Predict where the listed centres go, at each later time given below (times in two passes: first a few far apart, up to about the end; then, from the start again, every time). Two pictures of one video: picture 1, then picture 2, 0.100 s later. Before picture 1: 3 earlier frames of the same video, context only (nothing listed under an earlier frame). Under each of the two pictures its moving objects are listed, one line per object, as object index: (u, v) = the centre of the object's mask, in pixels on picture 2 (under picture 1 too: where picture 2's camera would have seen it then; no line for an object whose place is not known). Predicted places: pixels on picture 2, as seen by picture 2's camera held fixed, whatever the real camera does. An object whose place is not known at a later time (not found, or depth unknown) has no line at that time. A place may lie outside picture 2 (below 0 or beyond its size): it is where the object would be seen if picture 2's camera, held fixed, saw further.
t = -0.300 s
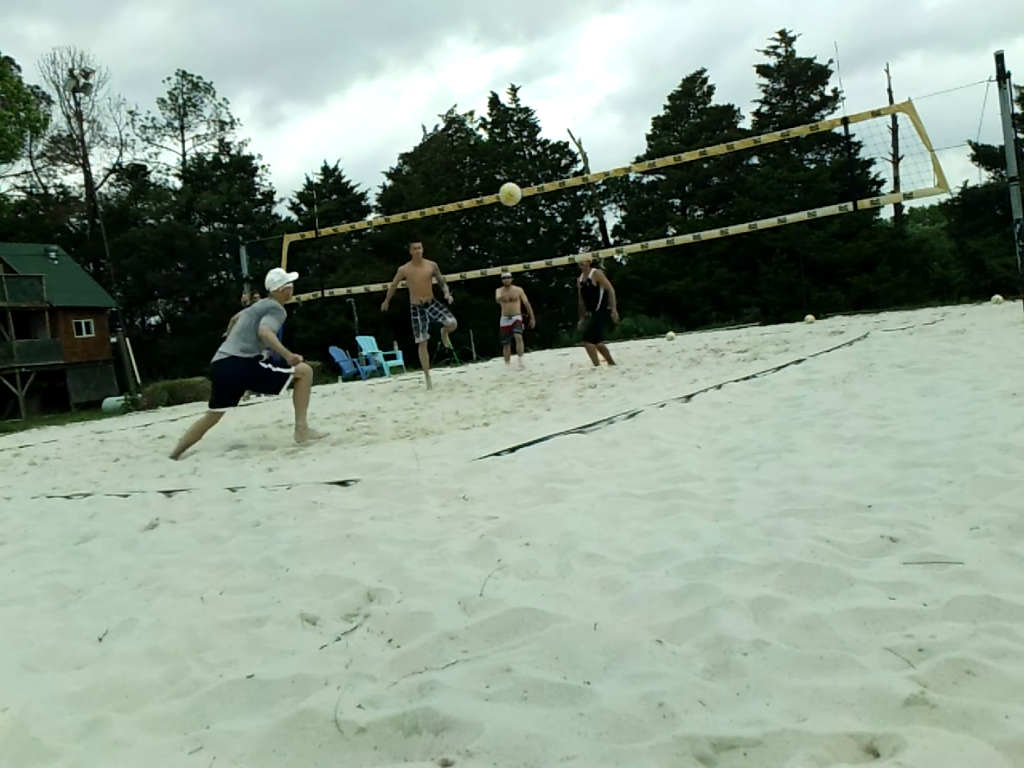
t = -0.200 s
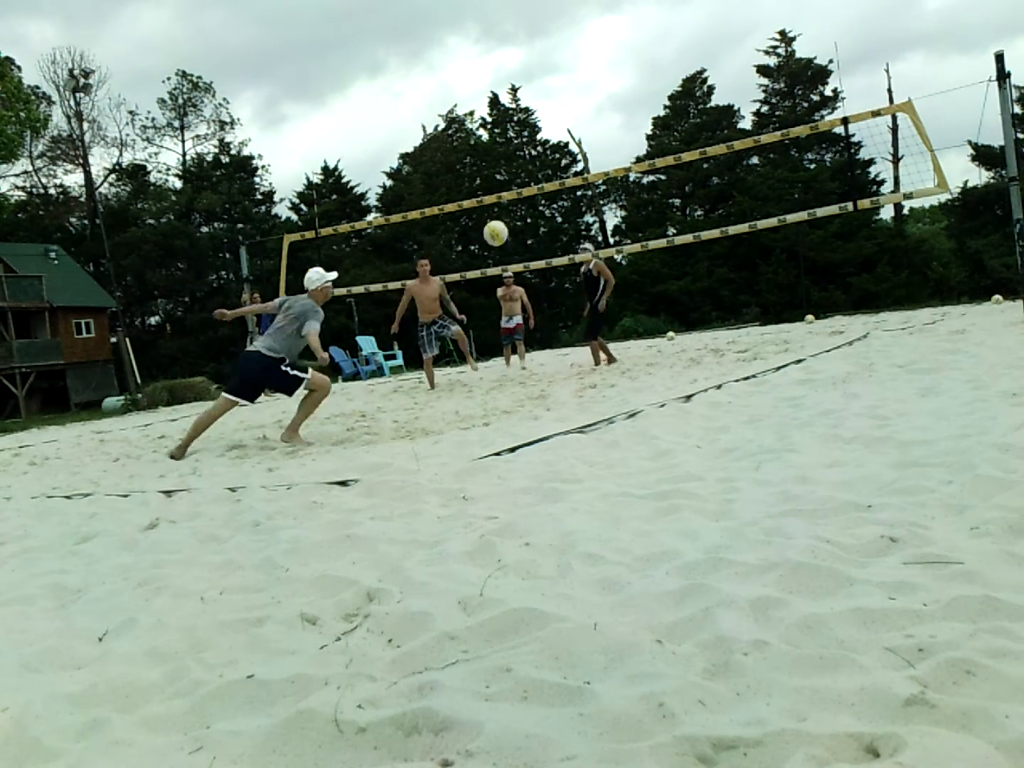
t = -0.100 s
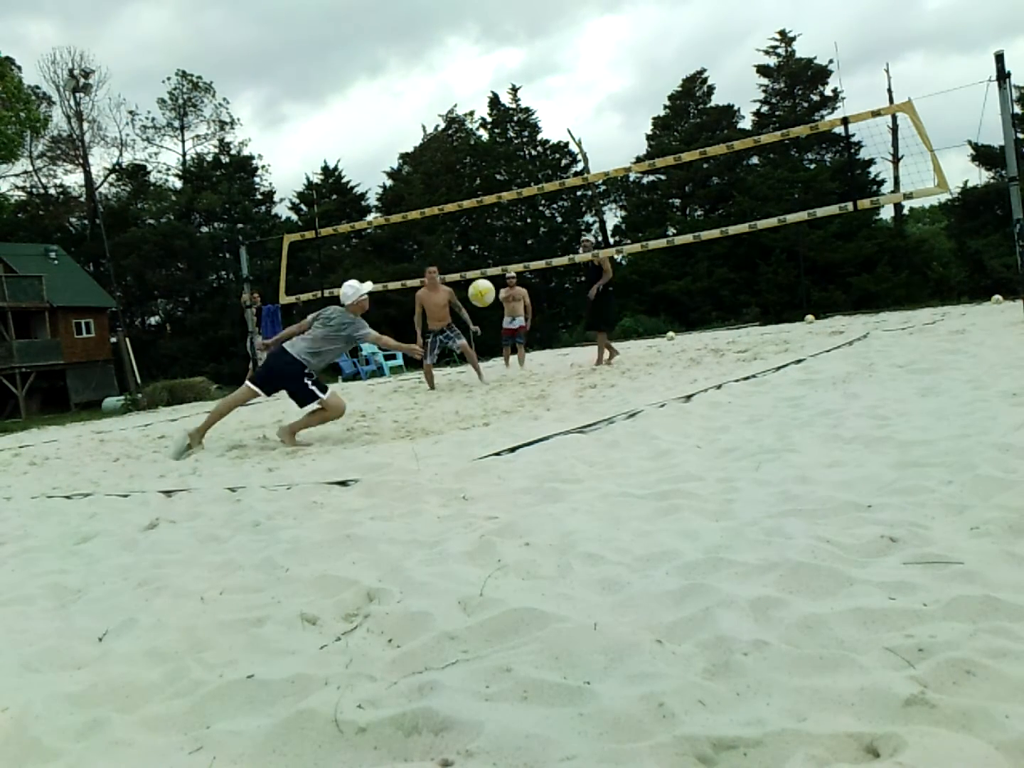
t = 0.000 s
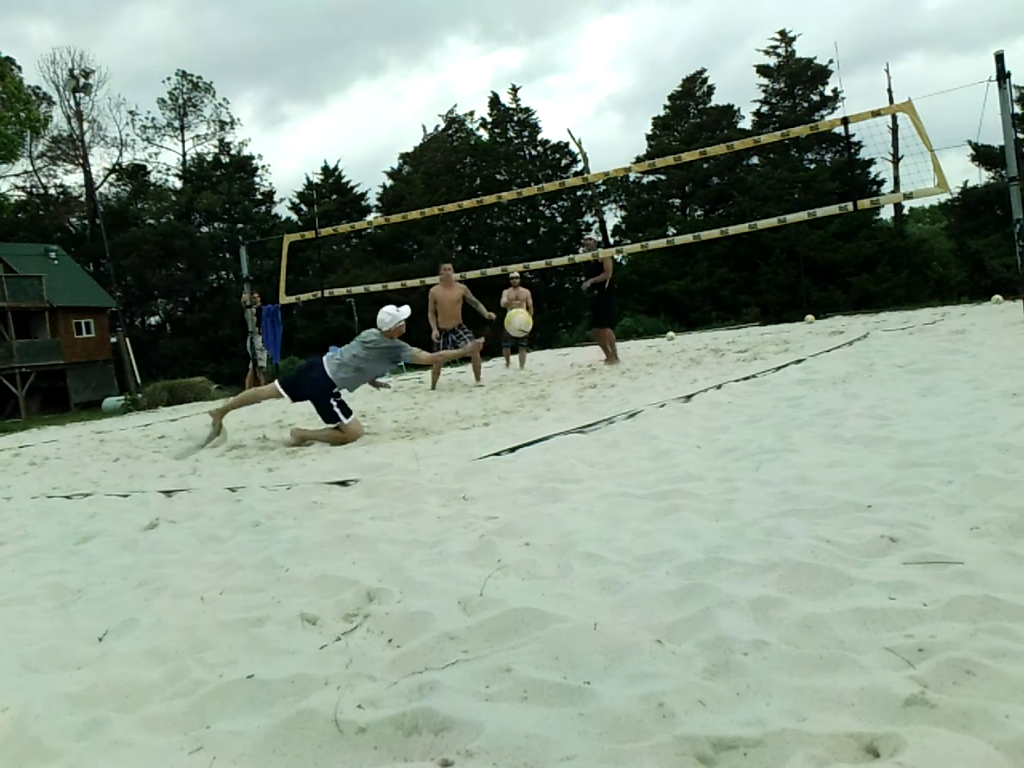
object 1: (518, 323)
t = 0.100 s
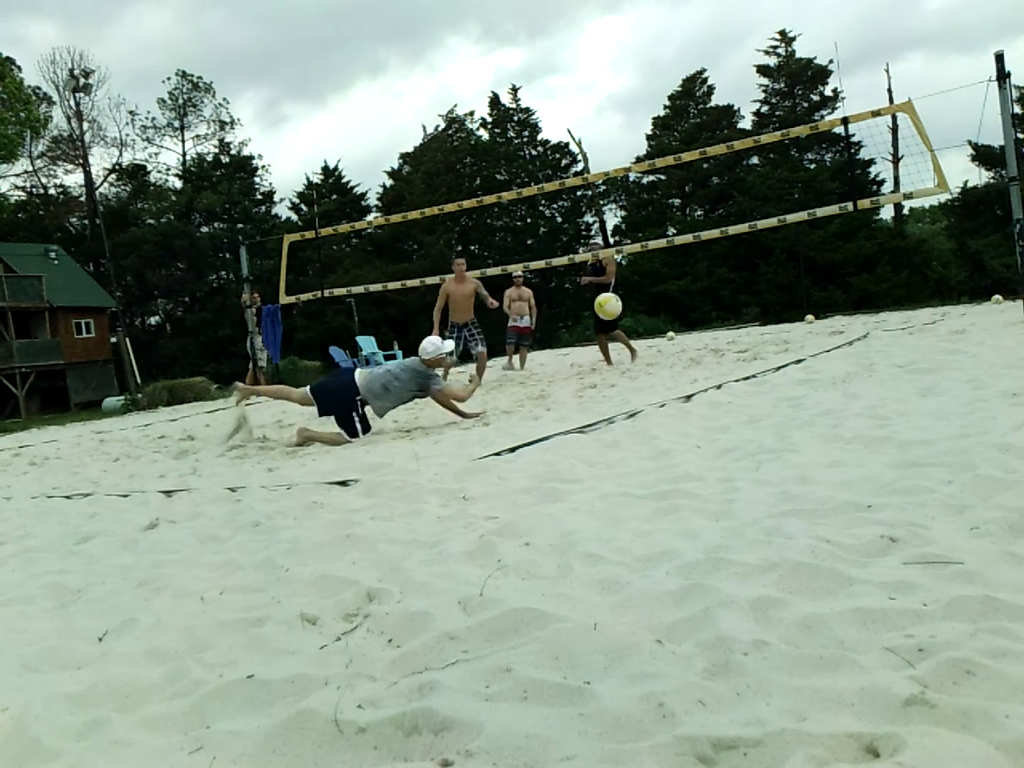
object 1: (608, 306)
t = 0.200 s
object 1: (695, 301)
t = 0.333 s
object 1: (806, 311)
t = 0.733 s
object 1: (1005, 302)
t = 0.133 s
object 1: (637, 303)
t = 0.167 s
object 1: (666, 301)
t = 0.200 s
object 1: (695, 301)
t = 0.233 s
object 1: (723, 302)
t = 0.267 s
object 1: (751, 304)
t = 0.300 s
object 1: (778, 308)
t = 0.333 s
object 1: (806, 311)
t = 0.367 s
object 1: (833, 317)
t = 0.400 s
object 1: (858, 324)
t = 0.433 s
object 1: (885, 333)
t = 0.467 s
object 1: (910, 341)
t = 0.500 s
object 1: (923, 335)
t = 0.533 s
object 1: (934, 326)
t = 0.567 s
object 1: (946, 319)
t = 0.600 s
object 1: (957, 313)
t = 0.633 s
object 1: (968, 308)
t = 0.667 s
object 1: (981, 305)
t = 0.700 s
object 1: (993, 303)
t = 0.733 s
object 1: (1005, 302)
